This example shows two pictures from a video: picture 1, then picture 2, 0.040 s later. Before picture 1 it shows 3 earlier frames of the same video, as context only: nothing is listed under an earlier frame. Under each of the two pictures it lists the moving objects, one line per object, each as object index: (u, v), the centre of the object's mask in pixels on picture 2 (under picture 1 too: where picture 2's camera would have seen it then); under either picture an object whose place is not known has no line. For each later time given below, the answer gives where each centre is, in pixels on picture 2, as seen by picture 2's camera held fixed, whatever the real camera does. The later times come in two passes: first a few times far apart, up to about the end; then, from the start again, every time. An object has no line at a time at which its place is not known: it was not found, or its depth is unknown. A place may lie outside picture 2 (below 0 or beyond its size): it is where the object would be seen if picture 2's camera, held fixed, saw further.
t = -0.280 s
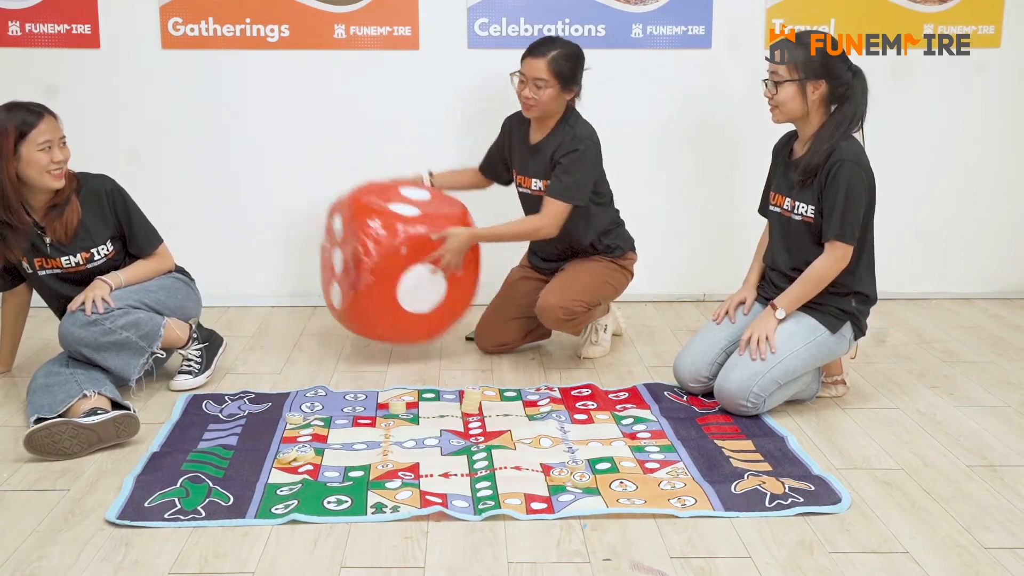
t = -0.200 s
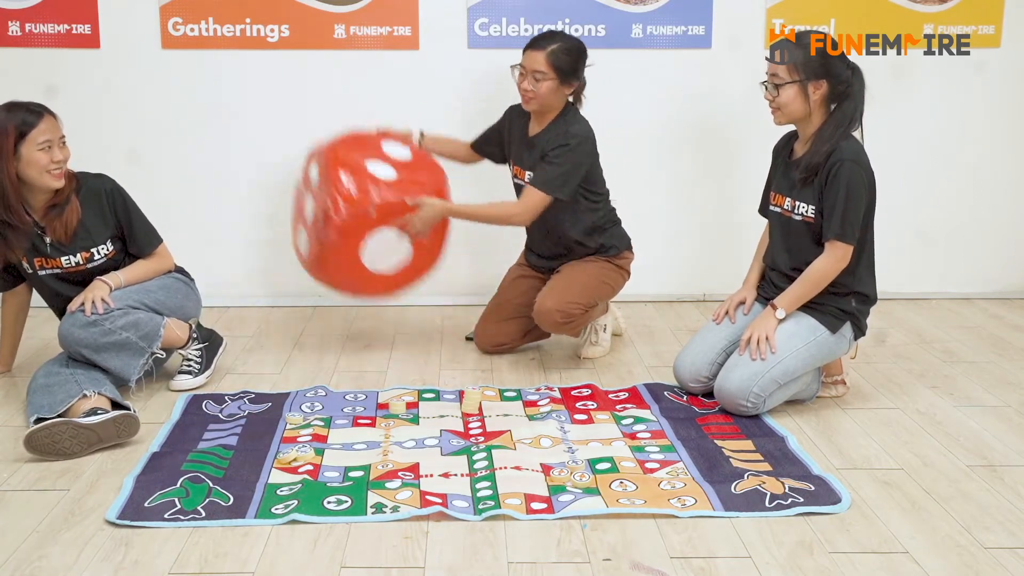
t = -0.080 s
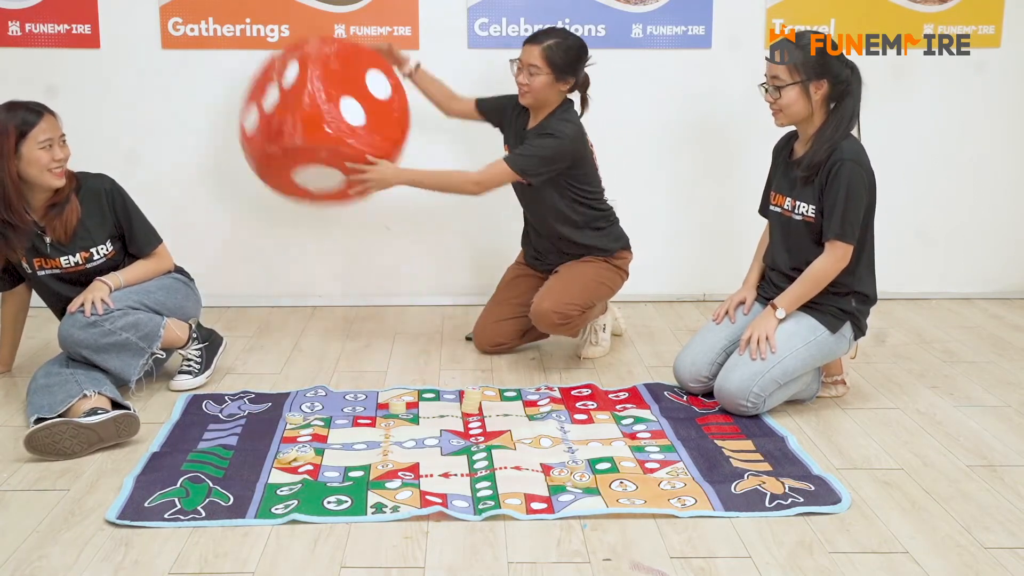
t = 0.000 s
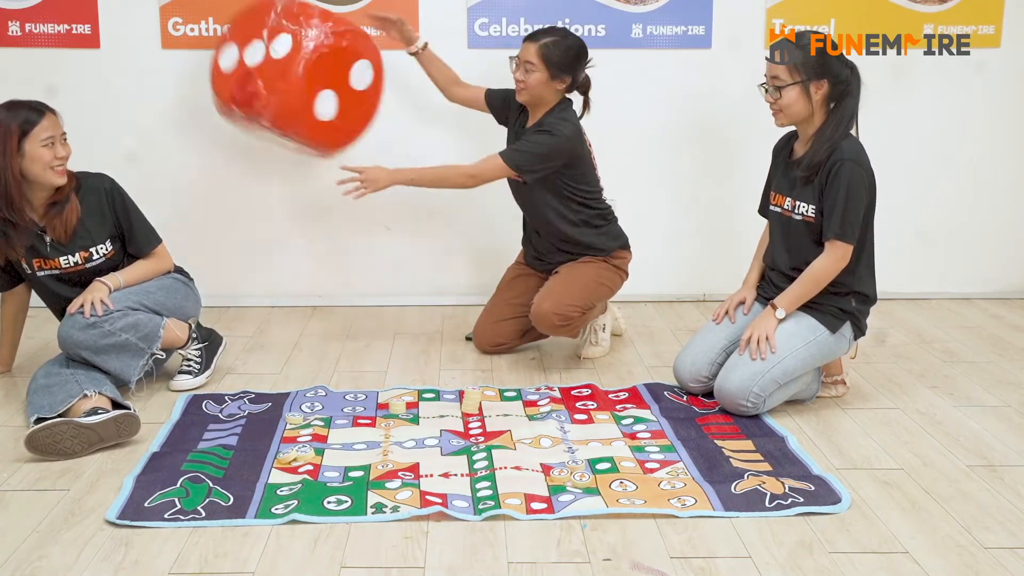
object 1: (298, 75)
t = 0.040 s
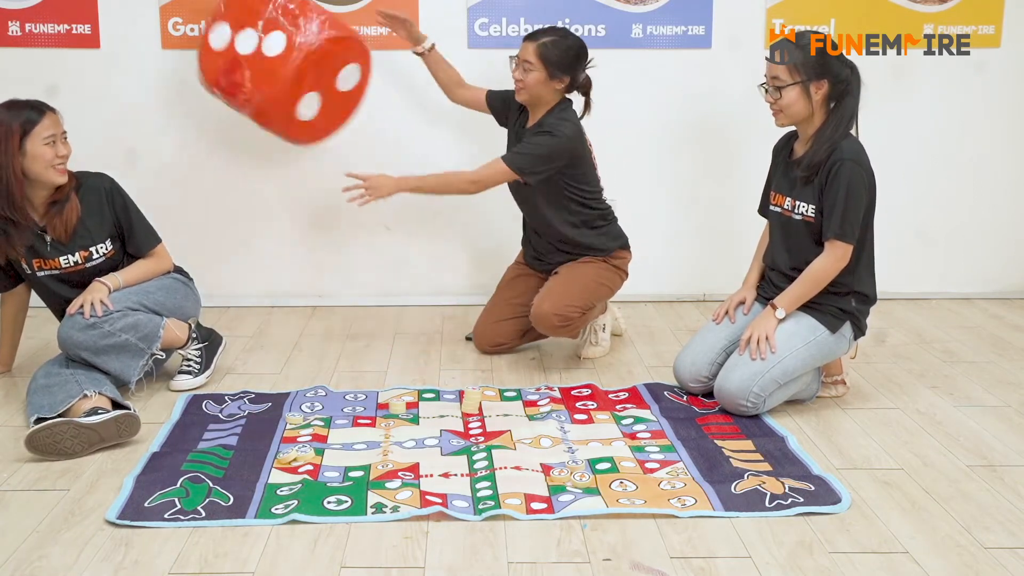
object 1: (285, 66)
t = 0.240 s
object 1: (223, 58)
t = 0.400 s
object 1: (166, 134)
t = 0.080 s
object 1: (271, 61)
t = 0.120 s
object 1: (257, 57)
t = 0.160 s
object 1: (245, 53)
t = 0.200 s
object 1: (224, 57)
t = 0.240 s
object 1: (223, 58)
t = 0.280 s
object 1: (210, 70)
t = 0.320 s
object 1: (199, 93)
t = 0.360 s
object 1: (180, 108)
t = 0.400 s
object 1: (166, 134)
